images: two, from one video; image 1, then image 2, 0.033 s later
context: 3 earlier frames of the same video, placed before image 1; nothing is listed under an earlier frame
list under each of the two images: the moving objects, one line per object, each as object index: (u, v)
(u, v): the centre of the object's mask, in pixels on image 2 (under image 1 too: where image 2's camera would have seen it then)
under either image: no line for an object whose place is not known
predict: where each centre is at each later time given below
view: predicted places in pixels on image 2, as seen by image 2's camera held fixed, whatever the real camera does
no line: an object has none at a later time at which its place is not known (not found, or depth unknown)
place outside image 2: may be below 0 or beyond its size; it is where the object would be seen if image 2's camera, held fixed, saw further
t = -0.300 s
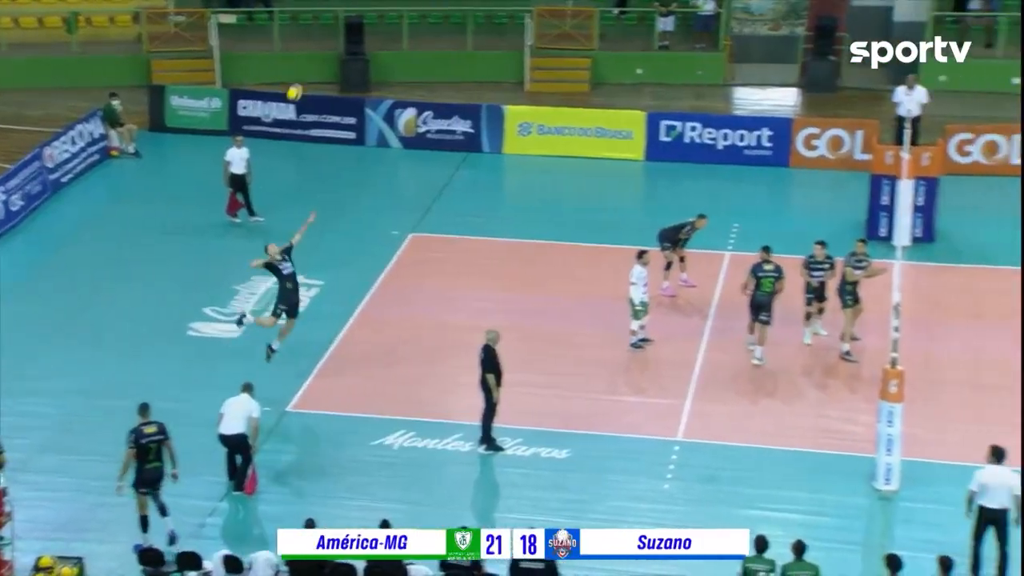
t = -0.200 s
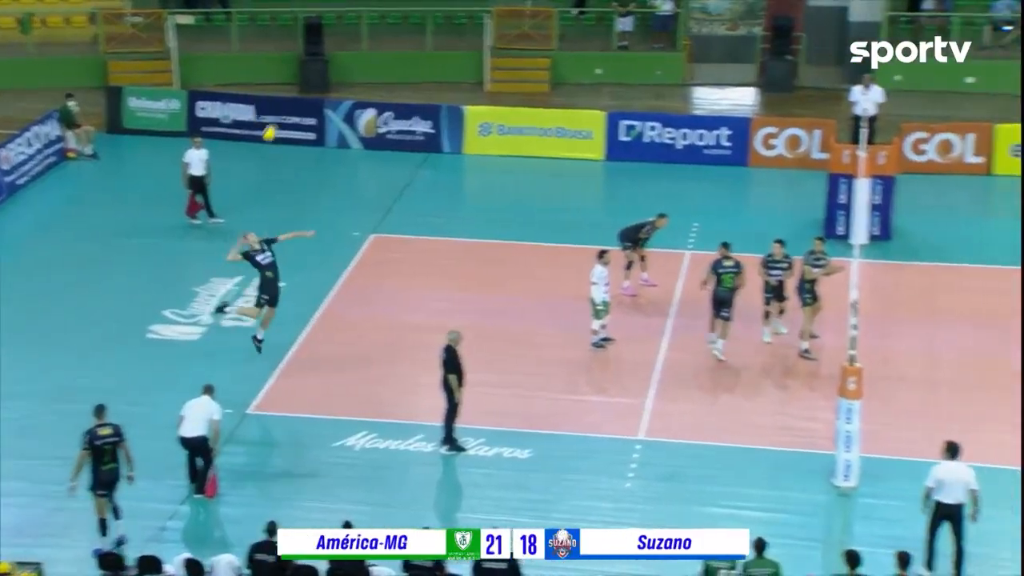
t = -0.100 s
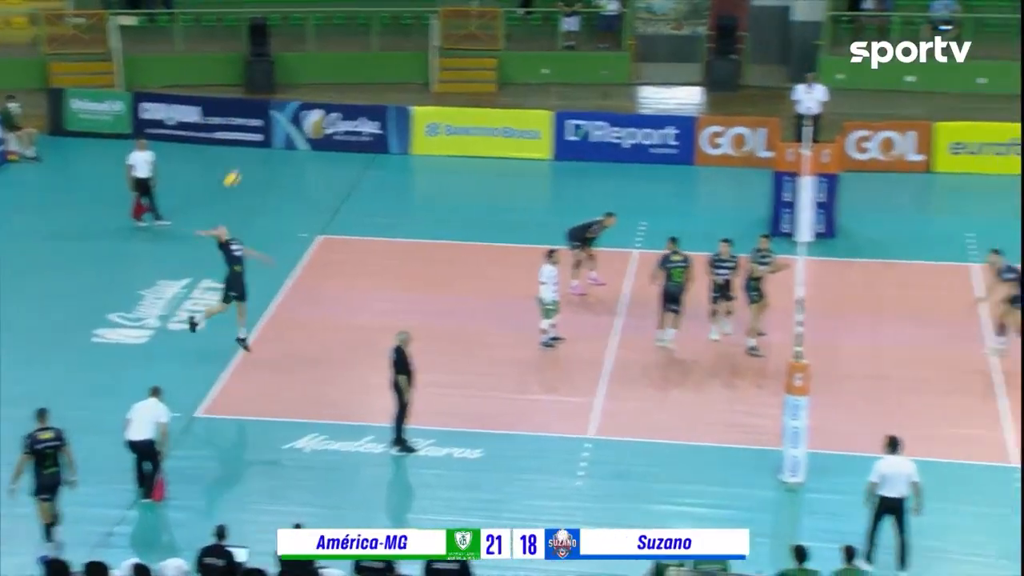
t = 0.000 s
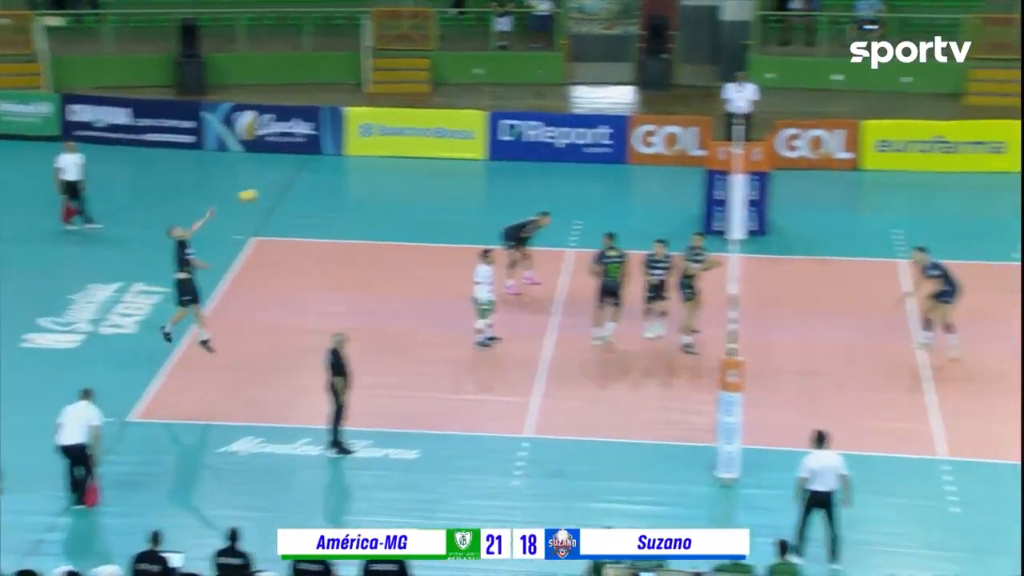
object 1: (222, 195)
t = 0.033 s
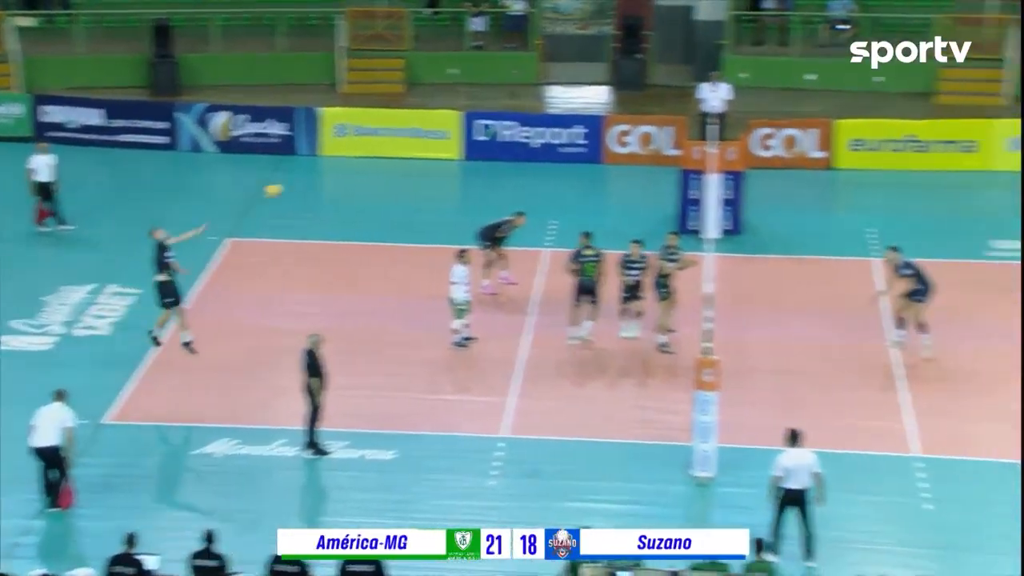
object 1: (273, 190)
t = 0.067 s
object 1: (323, 186)
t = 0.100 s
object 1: (370, 183)
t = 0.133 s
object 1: (415, 181)
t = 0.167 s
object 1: (459, 180)
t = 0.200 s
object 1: (502, 180)
